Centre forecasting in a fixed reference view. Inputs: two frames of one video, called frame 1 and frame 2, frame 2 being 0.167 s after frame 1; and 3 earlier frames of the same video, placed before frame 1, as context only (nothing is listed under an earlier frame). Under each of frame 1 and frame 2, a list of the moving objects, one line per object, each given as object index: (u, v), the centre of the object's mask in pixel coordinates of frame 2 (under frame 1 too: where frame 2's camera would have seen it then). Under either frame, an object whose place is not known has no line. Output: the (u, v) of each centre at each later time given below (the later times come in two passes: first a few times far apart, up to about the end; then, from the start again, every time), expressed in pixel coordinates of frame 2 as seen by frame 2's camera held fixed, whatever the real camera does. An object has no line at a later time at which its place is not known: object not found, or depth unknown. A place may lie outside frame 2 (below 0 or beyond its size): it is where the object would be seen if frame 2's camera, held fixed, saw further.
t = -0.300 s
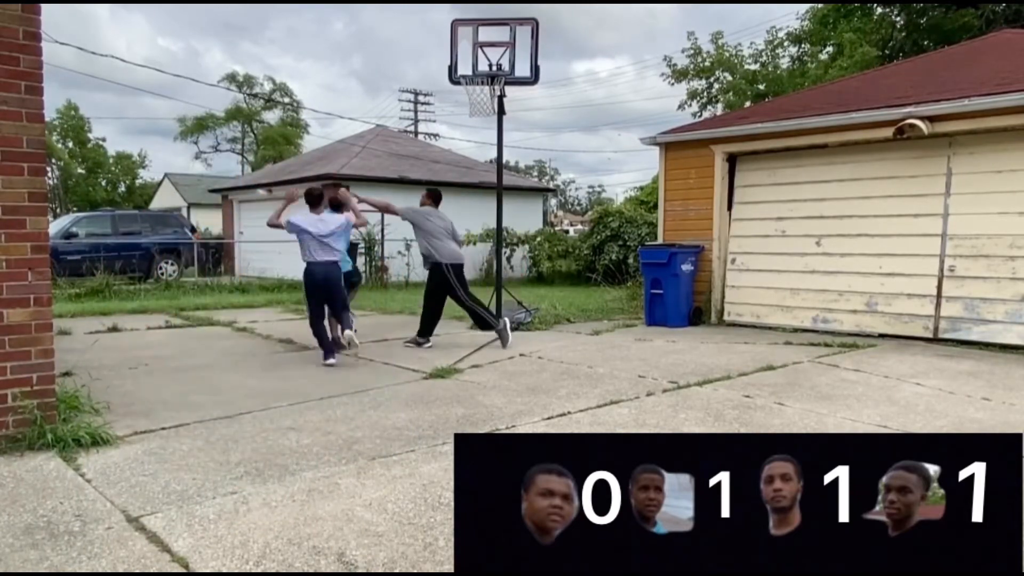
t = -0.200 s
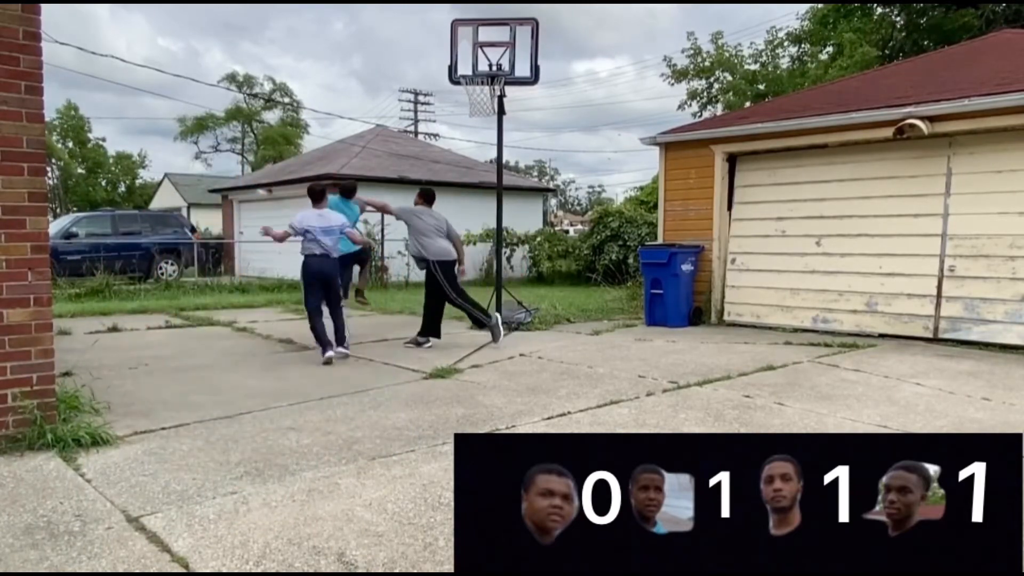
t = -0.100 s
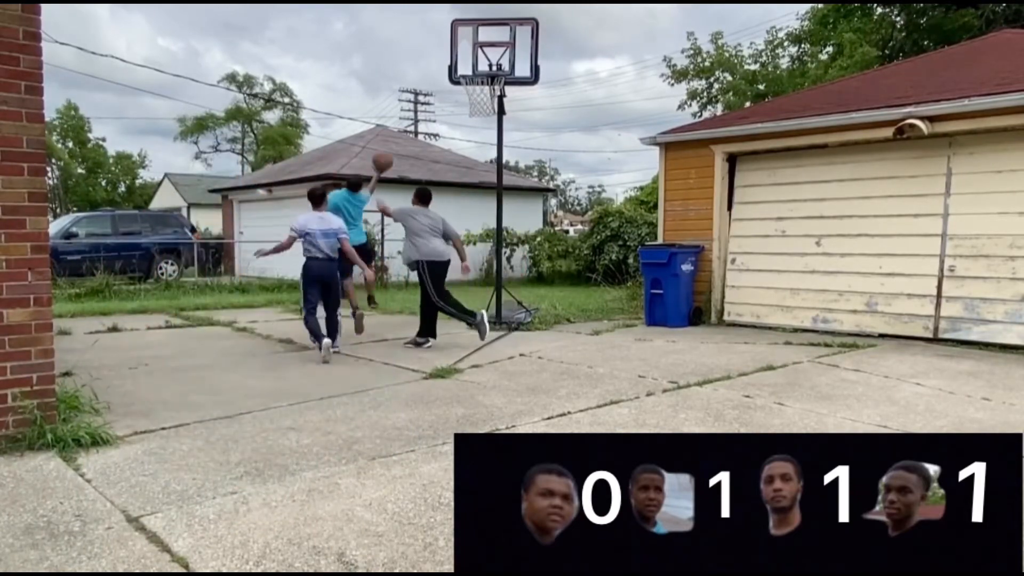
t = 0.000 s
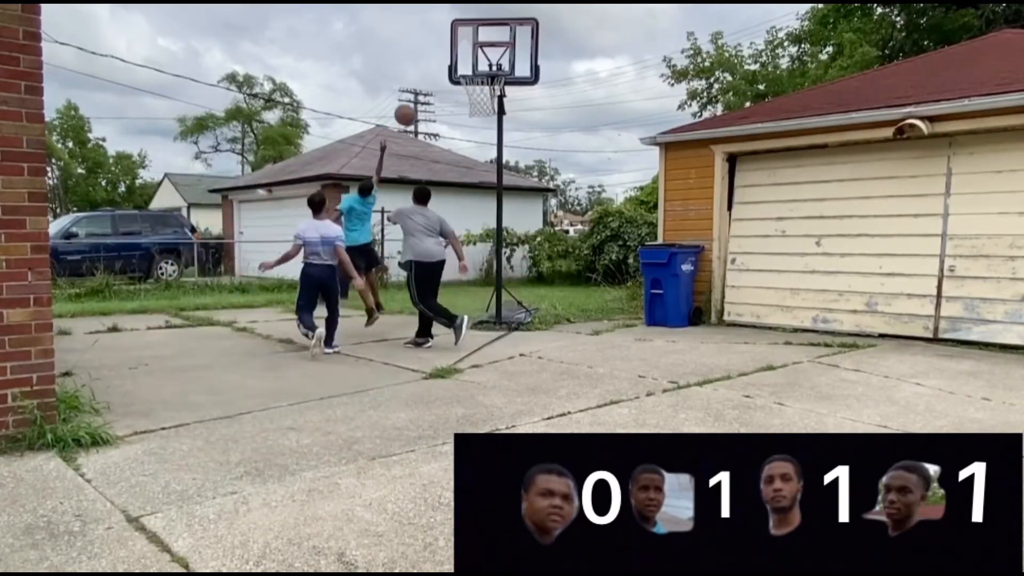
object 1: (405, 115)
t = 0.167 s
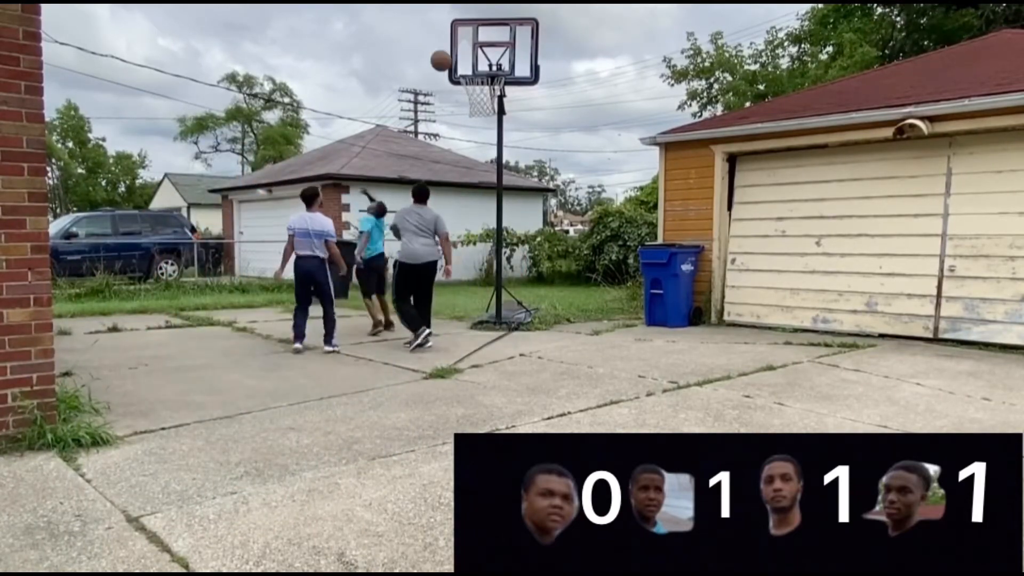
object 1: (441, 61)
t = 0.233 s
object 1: (451, 48)
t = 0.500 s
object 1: (470, 38)
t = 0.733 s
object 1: (487, 80)
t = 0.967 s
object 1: (489, 110)
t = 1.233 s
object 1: (481, 167)
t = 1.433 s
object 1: (476, 248)
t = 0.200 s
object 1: (447, 54)
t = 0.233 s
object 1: (451, 48)
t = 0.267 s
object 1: (453, 43)
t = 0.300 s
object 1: (455, 39)
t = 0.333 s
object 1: (458, 36)
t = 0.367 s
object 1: (460, 35)
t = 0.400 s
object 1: (462, 34)
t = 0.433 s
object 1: (465, 35)
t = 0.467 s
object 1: (467, 36)
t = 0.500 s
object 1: (470, 38)
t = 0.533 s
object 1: (472, 40)
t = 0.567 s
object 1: (475, 45)
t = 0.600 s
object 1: (477, 50)
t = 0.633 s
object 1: (479, 56)
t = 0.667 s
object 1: (482, 63)
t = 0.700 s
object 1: (484, 70)
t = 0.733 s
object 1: (487, 80)
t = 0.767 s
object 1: (489, 90)
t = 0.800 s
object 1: (491, 99)
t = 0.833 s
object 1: (492, 102)
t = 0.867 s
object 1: (492, 104)
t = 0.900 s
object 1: (491, 104)
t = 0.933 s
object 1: (490, 106)
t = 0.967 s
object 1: (489, 110)
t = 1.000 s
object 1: (488, 113)
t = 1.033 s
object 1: (486, 118)
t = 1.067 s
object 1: (486, 124)
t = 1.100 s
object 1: (485, 130)
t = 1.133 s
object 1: (484, 138)
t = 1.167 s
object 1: (483, 147)
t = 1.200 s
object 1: (482, 156)
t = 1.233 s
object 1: (481, 167)
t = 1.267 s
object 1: (480, 179)
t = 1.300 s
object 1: (479, 191)
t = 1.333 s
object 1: (479, 203)
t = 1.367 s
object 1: (478, 217)
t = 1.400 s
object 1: (477, 232)
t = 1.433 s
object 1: (476, 248)
